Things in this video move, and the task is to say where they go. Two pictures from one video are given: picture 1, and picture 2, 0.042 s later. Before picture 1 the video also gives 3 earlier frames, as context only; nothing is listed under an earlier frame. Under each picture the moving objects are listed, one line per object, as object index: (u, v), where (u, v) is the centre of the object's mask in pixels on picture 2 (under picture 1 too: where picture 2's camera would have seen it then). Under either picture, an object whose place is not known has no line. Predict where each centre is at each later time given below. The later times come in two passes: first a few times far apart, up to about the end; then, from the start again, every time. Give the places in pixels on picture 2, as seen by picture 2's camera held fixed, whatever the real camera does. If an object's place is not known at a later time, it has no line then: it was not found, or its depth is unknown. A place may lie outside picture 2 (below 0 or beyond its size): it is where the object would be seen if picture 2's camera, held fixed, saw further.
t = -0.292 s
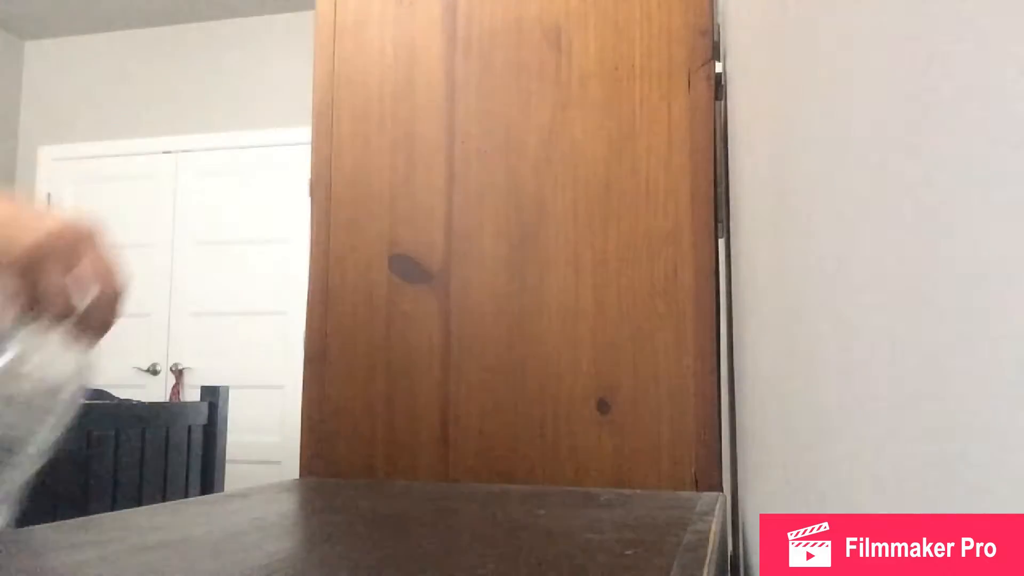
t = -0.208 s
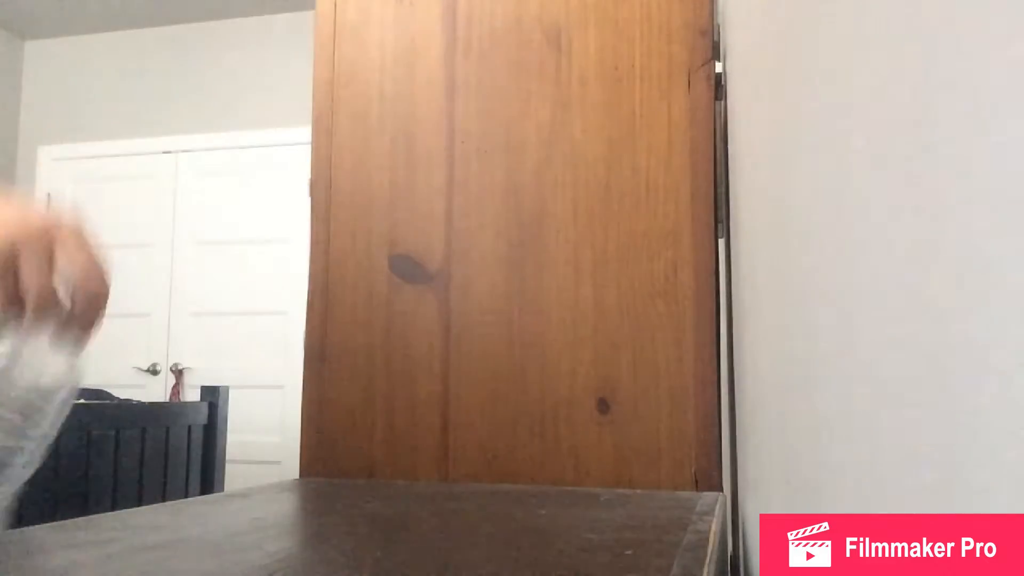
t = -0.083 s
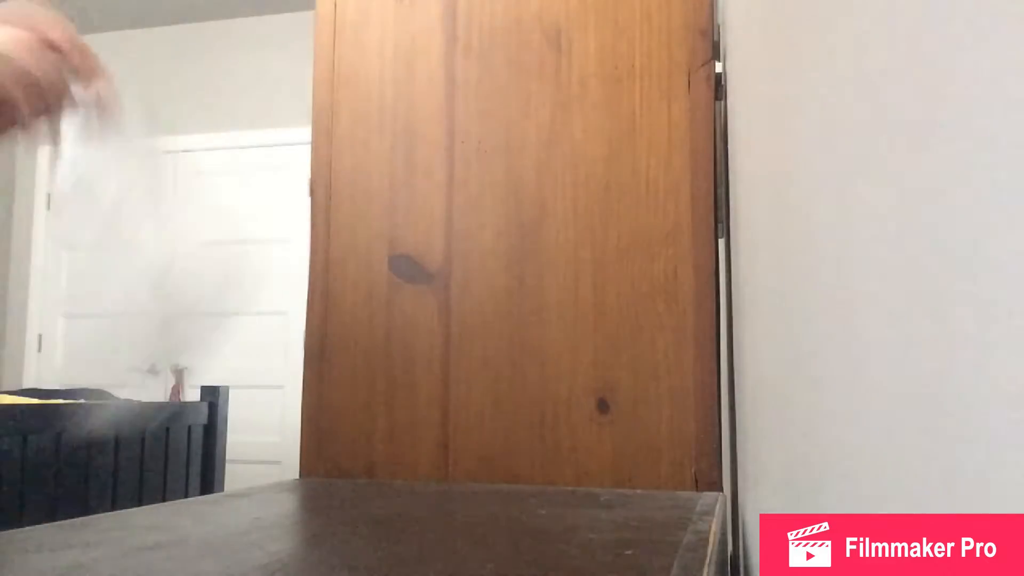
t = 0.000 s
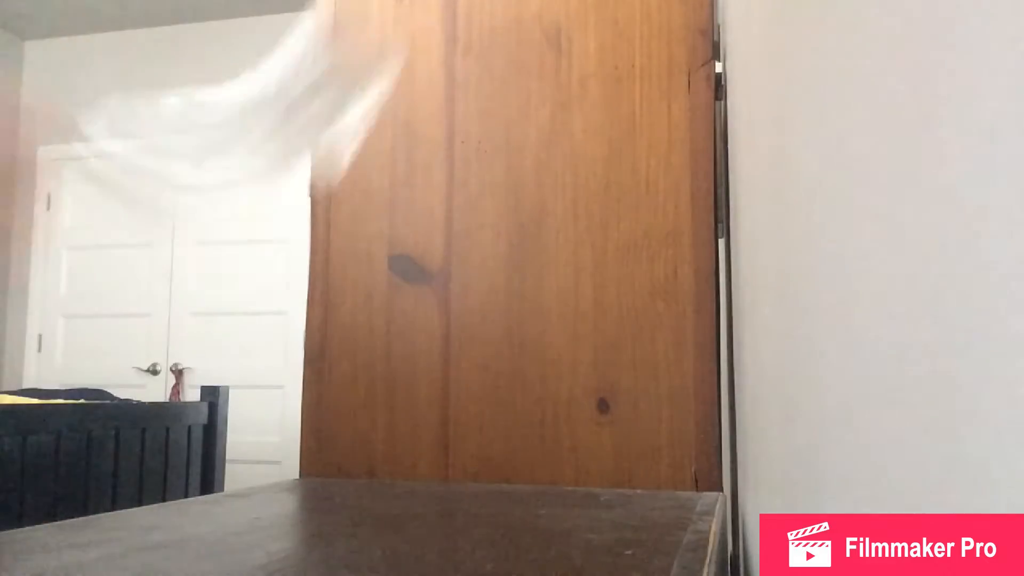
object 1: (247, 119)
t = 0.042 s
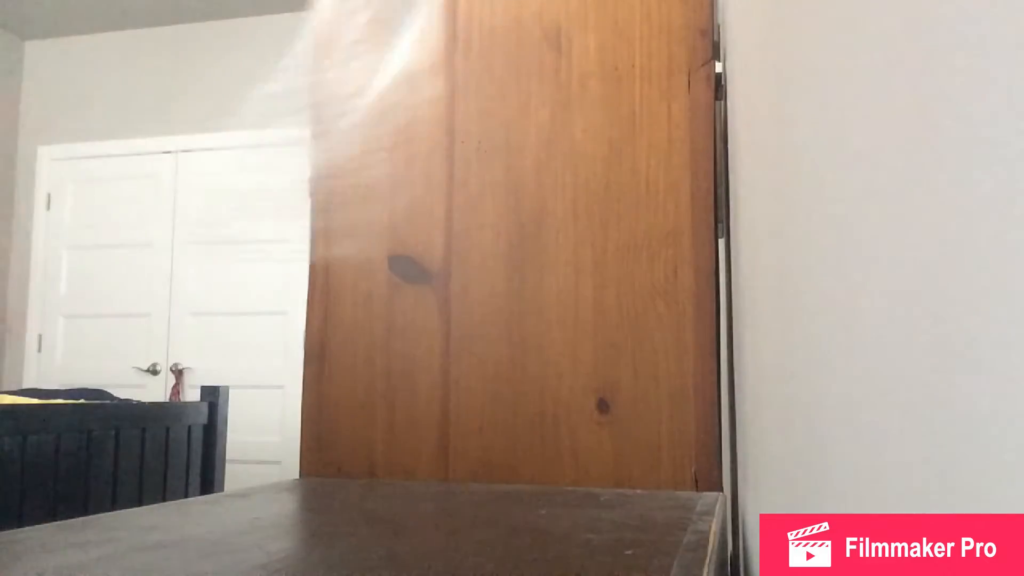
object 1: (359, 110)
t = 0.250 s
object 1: (555, 77)
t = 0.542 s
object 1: (471, 477)
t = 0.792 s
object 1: (457, 478)
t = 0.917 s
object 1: (455, 478)
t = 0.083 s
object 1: (464, 112)
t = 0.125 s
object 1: (602, 54)
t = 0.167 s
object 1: (602, 29)
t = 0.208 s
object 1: (575, 42)
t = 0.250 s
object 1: (555, 77)
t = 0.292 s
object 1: (549, 155)
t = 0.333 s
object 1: (546, 269)
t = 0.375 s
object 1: (542, 402)
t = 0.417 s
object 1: (532, 474)
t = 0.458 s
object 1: (516, 467)
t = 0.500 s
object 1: (490, 471)
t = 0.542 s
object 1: (471, 477)
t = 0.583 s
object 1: (464, 478)
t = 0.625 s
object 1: (462, 478)
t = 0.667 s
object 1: (459, 478)
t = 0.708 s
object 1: (458, 478)
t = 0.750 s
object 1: (456, 478)
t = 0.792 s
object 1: (457, 478)
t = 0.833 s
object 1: (457, 478)
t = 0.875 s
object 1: (456, 478)
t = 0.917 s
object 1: (455, 478)
